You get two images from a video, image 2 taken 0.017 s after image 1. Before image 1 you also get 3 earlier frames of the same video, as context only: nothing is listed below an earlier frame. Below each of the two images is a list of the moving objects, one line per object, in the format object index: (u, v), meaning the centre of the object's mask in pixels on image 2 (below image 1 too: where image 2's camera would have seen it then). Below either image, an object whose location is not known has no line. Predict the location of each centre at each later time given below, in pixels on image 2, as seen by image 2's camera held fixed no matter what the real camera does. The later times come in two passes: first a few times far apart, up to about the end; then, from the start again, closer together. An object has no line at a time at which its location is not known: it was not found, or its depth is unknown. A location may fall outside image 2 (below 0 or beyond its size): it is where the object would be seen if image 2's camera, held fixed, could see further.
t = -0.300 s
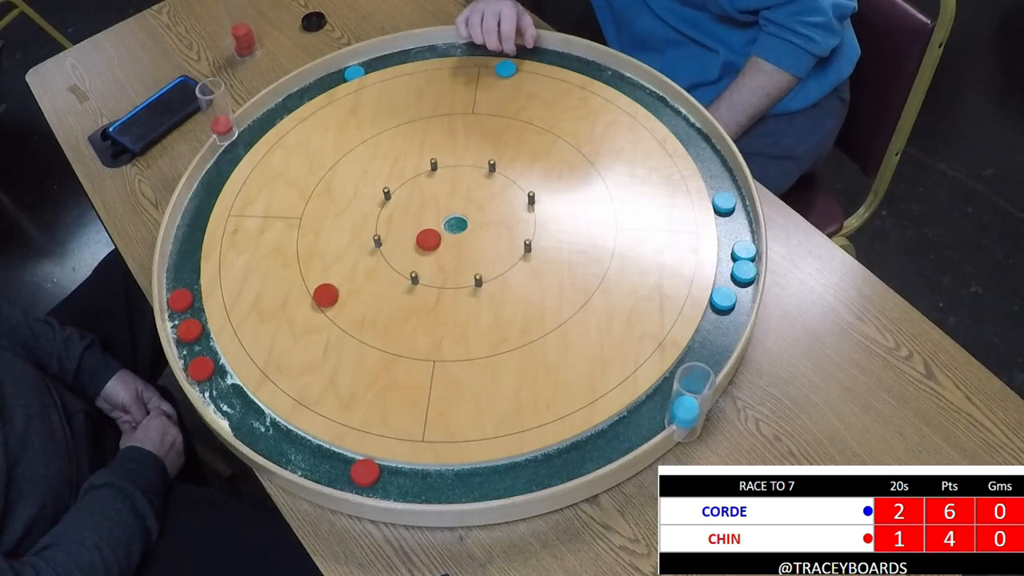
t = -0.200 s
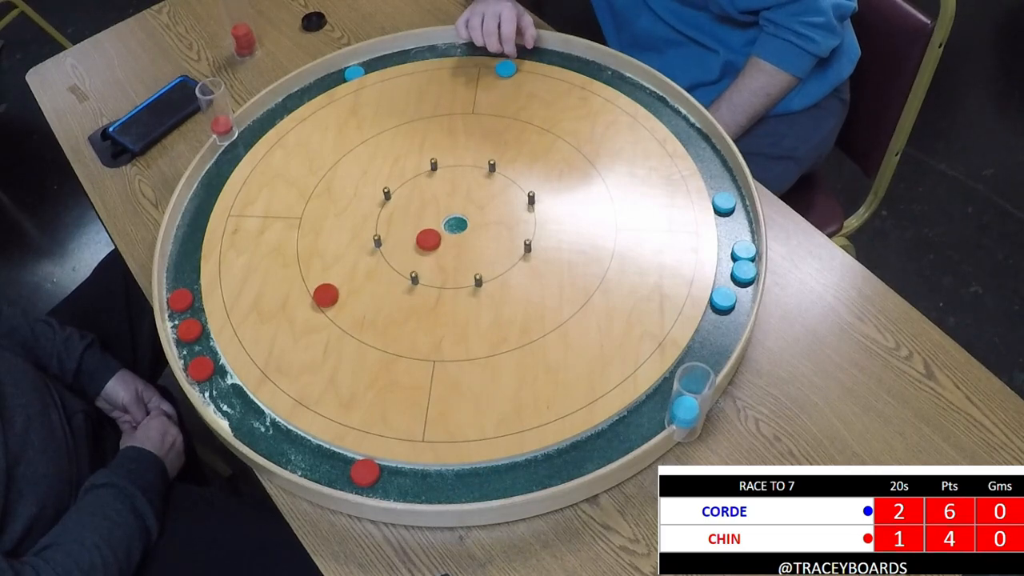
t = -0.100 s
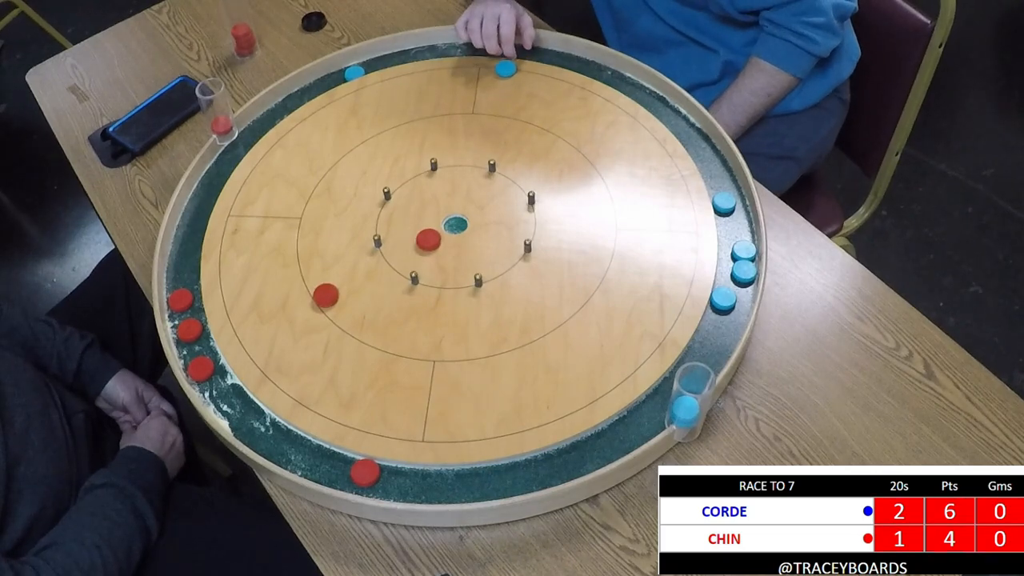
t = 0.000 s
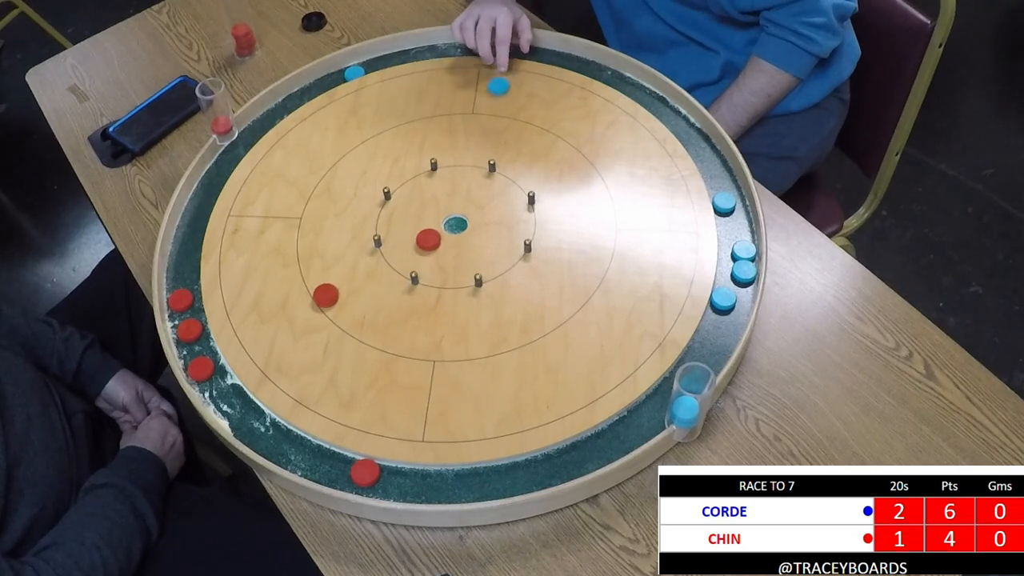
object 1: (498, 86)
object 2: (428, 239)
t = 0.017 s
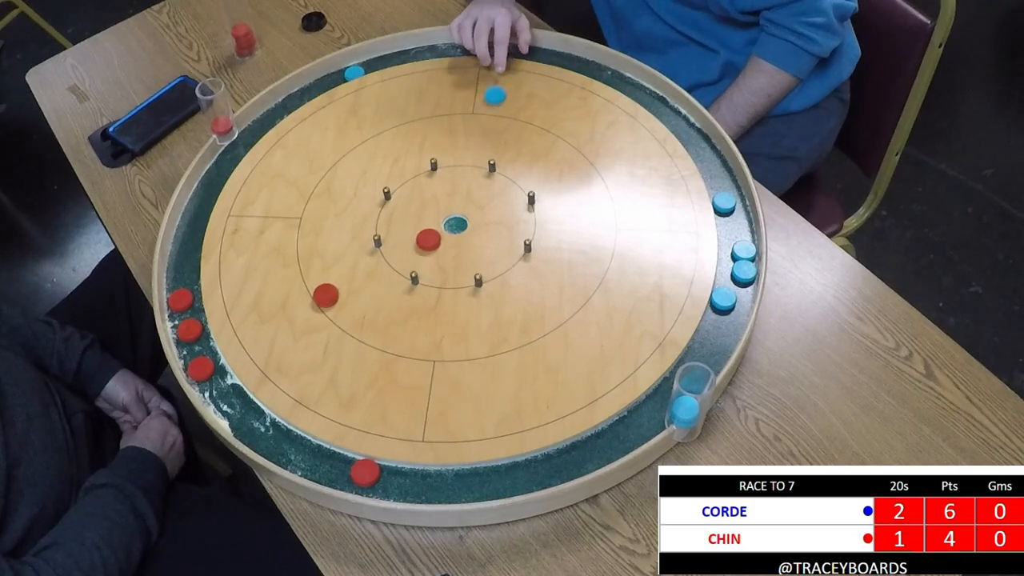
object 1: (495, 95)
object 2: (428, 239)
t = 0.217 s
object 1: (454, 199)
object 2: (428, 240)
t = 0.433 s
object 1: (462, 240)
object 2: (365, 311)
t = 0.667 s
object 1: (463, 241)
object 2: (297, 389)
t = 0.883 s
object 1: (463, 241)
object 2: (257, 438)
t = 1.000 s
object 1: (463, 241)
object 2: (267, 428)
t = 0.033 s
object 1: (491, 105)
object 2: (428, 240)
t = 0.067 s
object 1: (487, 114)
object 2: (428, 240)
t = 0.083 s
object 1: (483, 123)
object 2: (428, 240)
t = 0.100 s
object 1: (480, 132)
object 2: (428, 240)
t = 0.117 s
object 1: (476, 142)
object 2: (428, 240)
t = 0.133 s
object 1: (472, 151)
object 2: (428, 240)
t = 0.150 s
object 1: (468, 161)
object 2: (428, 240)
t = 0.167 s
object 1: (465, 171)
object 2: (428, 240)
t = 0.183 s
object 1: (461, 180)
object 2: (428, 240)
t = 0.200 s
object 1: (457, 190)
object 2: (428, 240)
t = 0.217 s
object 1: (454, 199)
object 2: (428, 240)
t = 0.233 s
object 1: (450, 208)
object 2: (428, 240)
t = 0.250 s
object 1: (447, 218)
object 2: (428, 240)
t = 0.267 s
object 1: (445, 224)
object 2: (426, 242)
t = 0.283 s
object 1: (447, 227)
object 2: (419, 250)
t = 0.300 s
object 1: (449, 229)
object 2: (413, 257)
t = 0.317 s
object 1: (452, 231)
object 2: (407, 264)
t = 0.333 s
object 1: (454, 232)
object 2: (400, 271)
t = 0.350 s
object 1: (456, 234)
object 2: (395, 278)
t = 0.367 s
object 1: (458, 235)
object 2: (388, 285)
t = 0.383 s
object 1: (459, 237)
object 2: (383, 291)
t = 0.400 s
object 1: (460, 238)
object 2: (377, 298)
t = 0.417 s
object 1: (461, 239)
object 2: (371, 305)
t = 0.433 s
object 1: (462, 240)
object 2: (365, 311)
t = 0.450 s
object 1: (463, 240)
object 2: (359, 317)
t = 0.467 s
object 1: (463, 240)
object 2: (354, 324)
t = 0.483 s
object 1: (463, 241)
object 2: (348, 330)
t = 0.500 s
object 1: (463, 241)
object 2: (343, 336)
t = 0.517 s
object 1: (463, 241)
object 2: (337, 342)
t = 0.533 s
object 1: (463, 241)
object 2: (332, 348)
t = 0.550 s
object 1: (463, 241)
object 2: (327, 354)
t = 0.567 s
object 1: (463, 241)
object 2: (323, 359)
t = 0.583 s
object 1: (463, 241)
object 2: (318, 364)
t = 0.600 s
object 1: (463, 241)
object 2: (314, 369)
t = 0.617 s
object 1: (463, 241)
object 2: (309, 375)
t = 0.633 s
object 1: (463, 241)
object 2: (305, 379)
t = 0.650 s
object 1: (463, 241)
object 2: (301, 384)
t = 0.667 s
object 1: (463, 241)
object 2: (297, 389)
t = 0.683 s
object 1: (463, 241)
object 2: (293, 393)
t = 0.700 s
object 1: (463, 241)
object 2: (289, 398)
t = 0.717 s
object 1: (463, 241)
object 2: (285, 402)
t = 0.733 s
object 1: (463, 241)
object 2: (281, 406)
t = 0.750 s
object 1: (463, 241)
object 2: (277, 411)
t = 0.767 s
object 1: (463, 241)
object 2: (274, 415)
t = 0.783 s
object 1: (463, 241)
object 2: (270, 420)
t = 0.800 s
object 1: (463, 241)
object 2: (268, 425)
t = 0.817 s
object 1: (463, 241)
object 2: (264, 429)
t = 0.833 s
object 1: (463, 241)
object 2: (261, 433)
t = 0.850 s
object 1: (463, 241)
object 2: (258, 436)
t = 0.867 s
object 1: (463, 241)
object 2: (256, 437)
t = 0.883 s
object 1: (463, 241)
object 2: (257, 438)
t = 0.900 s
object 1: (463, 241)
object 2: (260, 437)
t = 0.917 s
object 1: (463, 241)
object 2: (261, 436)
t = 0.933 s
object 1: (463, 241)
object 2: (263, 434)
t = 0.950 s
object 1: (463, 241)
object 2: (264, 433)
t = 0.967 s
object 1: (463, 241)
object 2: (266, 431)
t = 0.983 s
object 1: (463, 241)
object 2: (267, 430)
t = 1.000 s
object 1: (463, 241)
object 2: (267, 428)
